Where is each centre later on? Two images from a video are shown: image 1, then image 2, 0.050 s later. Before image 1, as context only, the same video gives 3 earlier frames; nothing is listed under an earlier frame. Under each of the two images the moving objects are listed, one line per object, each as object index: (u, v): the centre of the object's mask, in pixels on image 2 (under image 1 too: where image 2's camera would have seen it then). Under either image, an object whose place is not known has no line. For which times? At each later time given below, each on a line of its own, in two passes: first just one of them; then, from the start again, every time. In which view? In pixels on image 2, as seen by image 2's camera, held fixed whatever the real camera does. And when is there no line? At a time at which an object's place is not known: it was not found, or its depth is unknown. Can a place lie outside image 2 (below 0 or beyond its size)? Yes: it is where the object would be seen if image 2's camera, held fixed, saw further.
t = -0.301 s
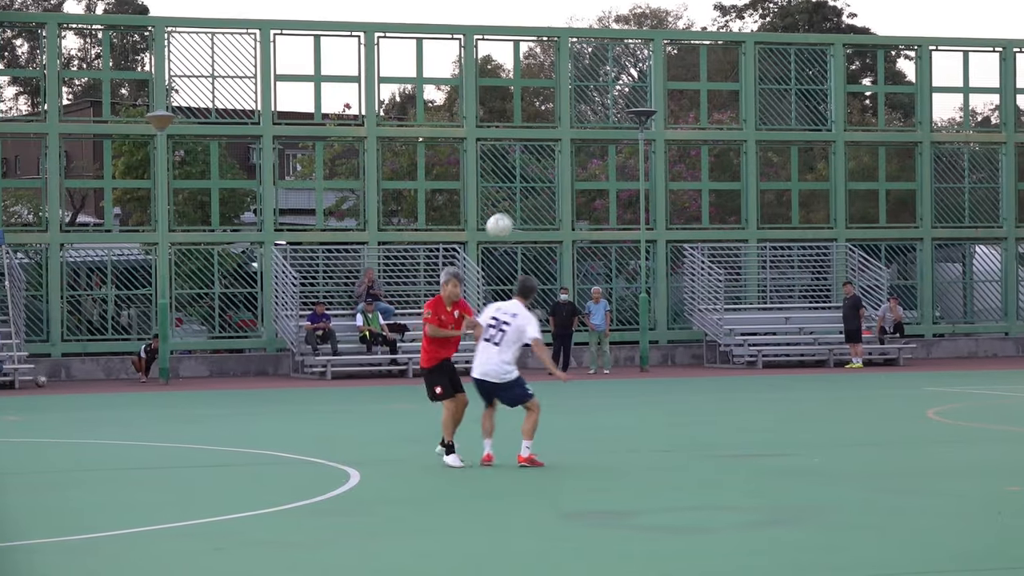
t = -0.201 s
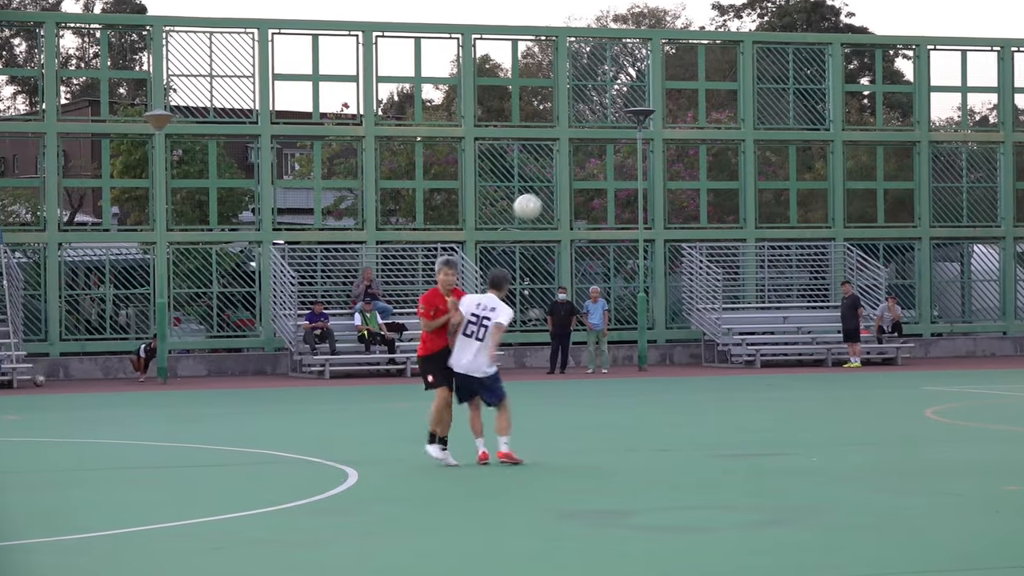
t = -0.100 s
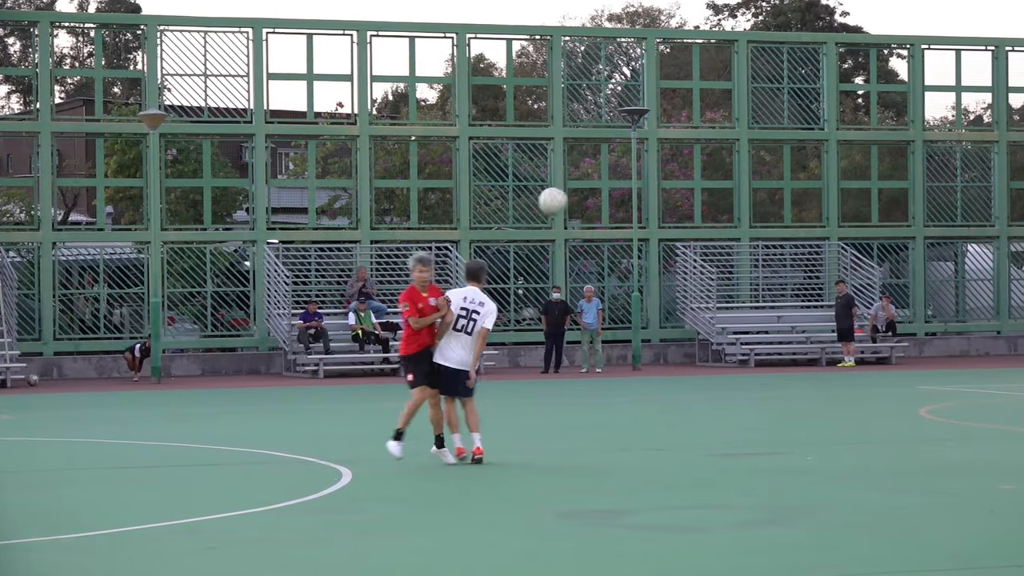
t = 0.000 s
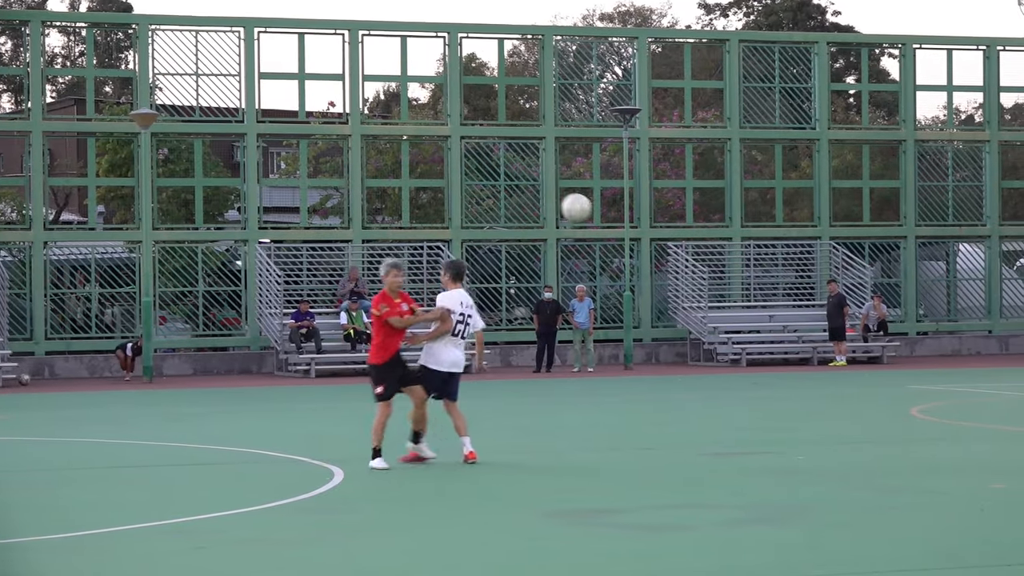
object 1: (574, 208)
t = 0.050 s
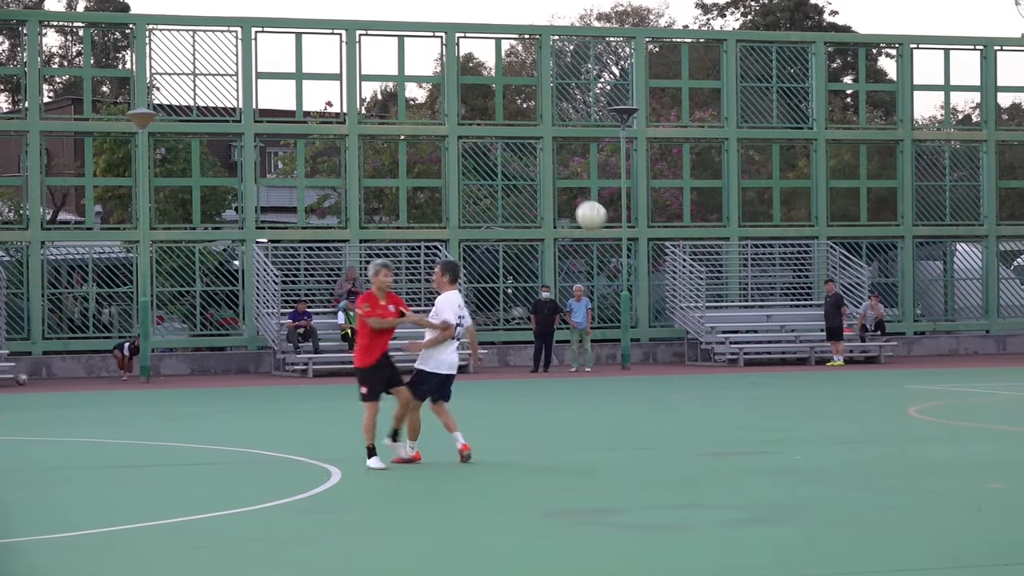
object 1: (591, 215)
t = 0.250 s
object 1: (660, 291)
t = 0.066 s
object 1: (596, 218)
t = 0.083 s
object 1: (601, 221)
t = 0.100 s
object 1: (607, 228)
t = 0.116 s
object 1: (613, 233)
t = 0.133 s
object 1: (619, 239)
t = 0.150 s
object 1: (625, 245)
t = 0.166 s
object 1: (631, 250)
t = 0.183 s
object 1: (637, 257)
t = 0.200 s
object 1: (643, 265)
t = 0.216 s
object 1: (649, 272)
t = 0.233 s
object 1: (654, 281)
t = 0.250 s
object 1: (660, 291)
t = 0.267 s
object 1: (667, 300)
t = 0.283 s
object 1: (673, 311)
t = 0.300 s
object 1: (681, 321)
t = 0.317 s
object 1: (687, 332)
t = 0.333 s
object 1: (694, 345)
